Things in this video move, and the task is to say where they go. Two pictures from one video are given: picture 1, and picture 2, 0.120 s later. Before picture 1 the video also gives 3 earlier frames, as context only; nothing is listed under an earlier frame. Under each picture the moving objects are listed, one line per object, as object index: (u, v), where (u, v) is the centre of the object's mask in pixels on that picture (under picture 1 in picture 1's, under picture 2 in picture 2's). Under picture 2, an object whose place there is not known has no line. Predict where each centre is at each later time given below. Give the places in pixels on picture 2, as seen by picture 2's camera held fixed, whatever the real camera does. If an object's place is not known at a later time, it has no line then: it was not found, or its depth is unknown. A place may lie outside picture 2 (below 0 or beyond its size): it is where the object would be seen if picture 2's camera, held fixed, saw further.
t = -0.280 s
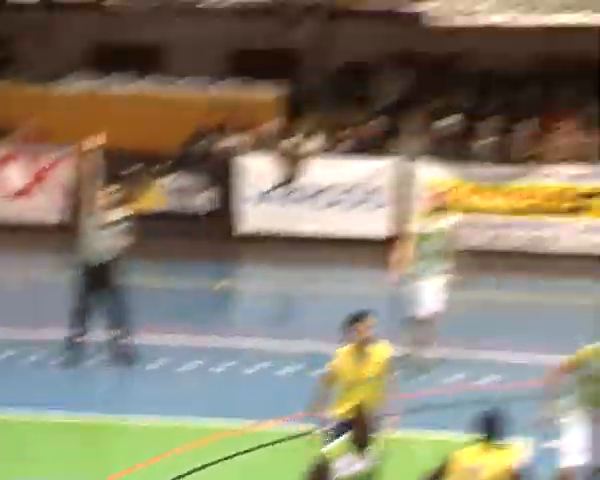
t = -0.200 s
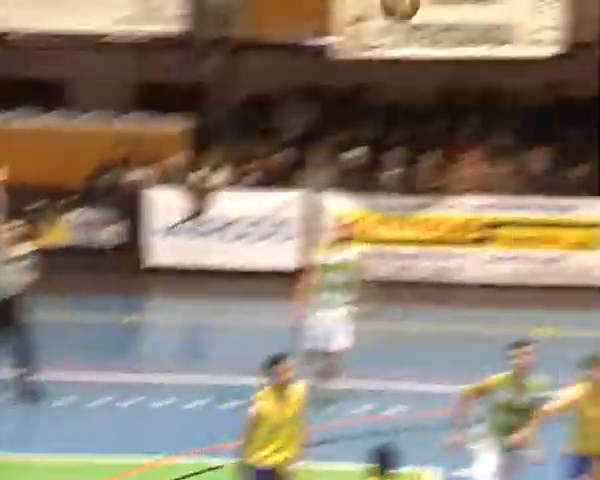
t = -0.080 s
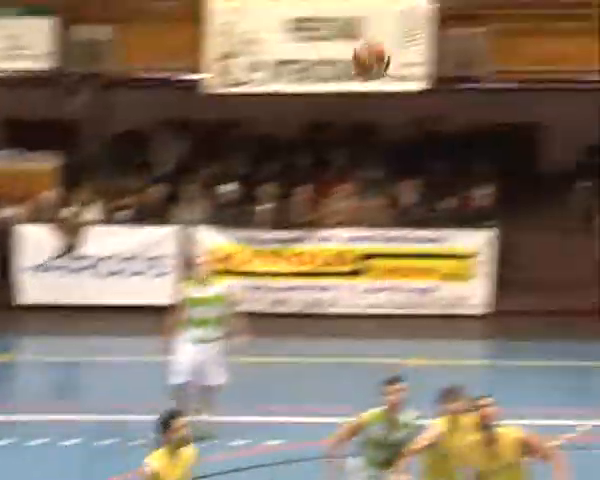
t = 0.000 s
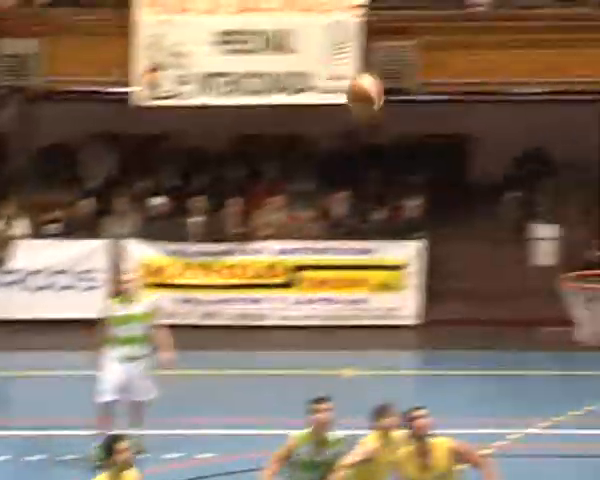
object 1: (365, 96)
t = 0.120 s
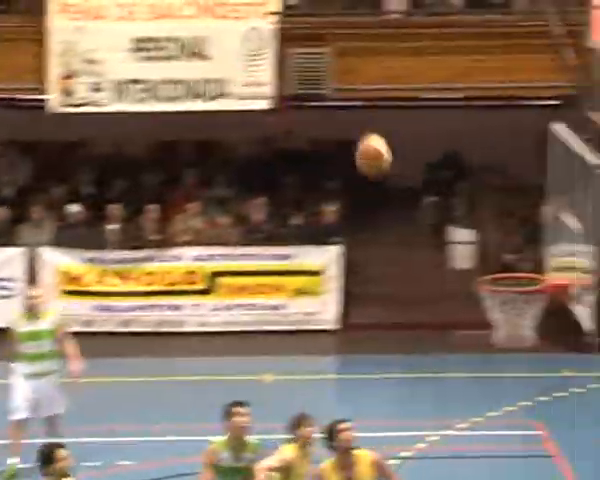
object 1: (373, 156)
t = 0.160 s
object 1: (402, 178)
